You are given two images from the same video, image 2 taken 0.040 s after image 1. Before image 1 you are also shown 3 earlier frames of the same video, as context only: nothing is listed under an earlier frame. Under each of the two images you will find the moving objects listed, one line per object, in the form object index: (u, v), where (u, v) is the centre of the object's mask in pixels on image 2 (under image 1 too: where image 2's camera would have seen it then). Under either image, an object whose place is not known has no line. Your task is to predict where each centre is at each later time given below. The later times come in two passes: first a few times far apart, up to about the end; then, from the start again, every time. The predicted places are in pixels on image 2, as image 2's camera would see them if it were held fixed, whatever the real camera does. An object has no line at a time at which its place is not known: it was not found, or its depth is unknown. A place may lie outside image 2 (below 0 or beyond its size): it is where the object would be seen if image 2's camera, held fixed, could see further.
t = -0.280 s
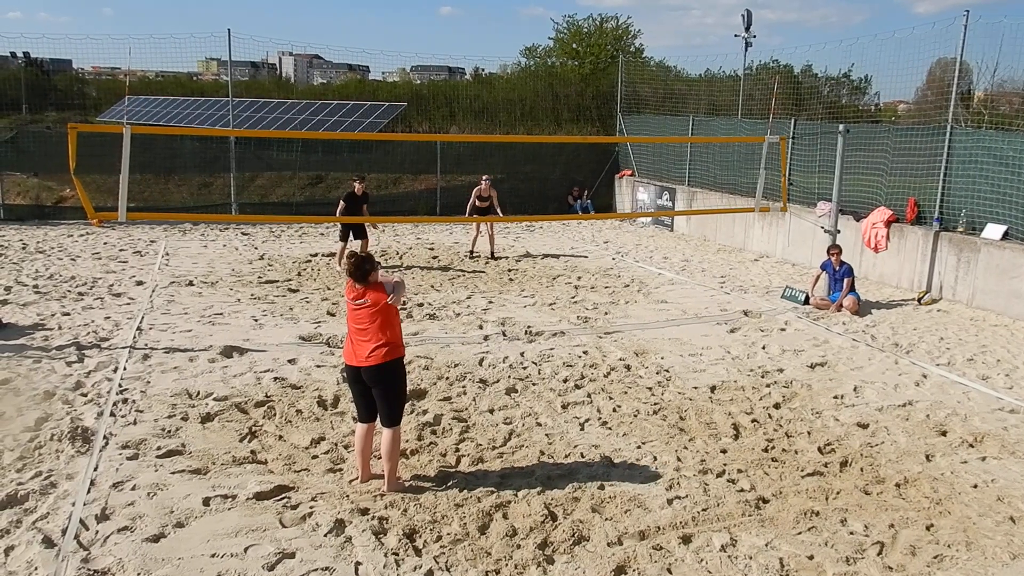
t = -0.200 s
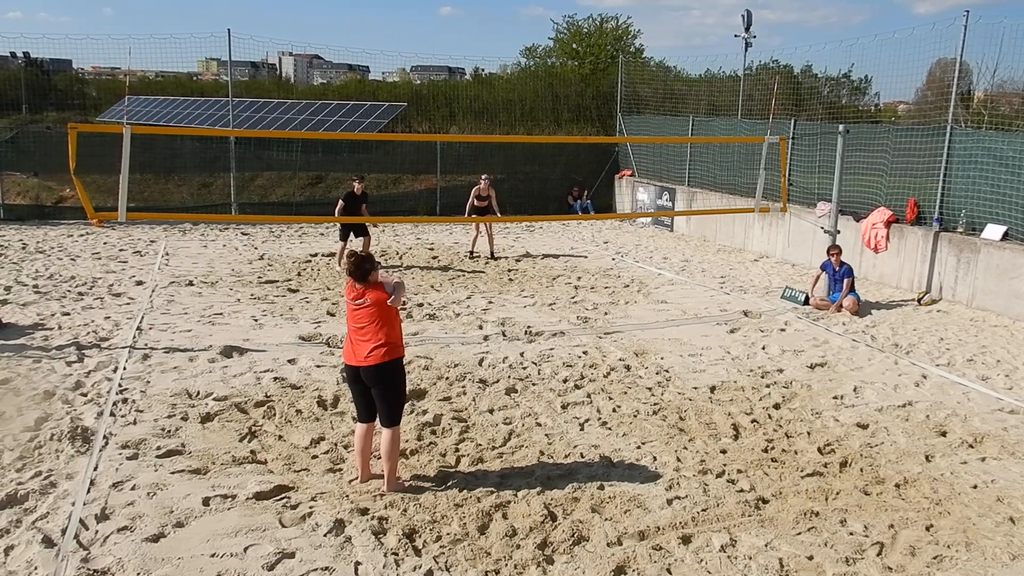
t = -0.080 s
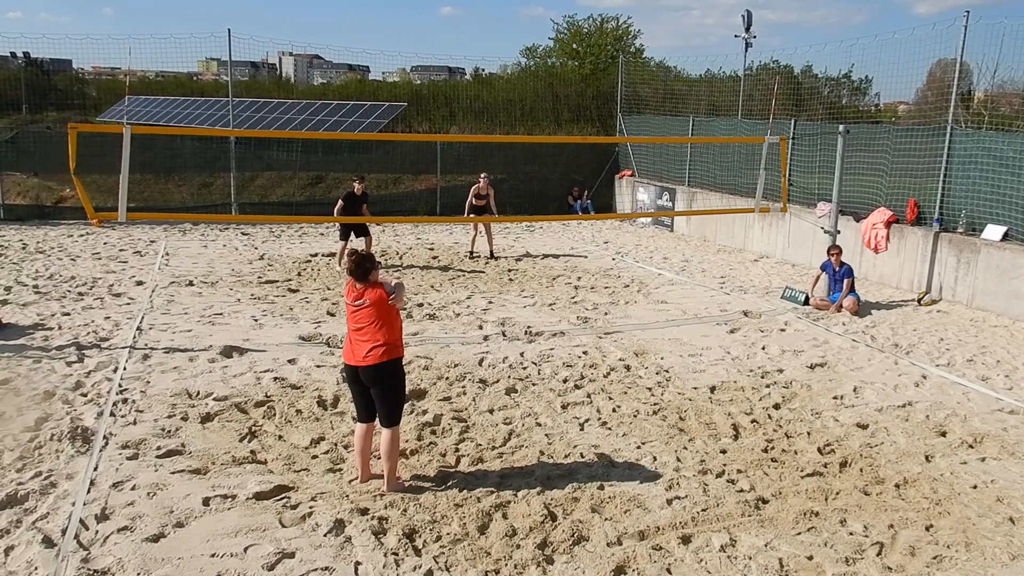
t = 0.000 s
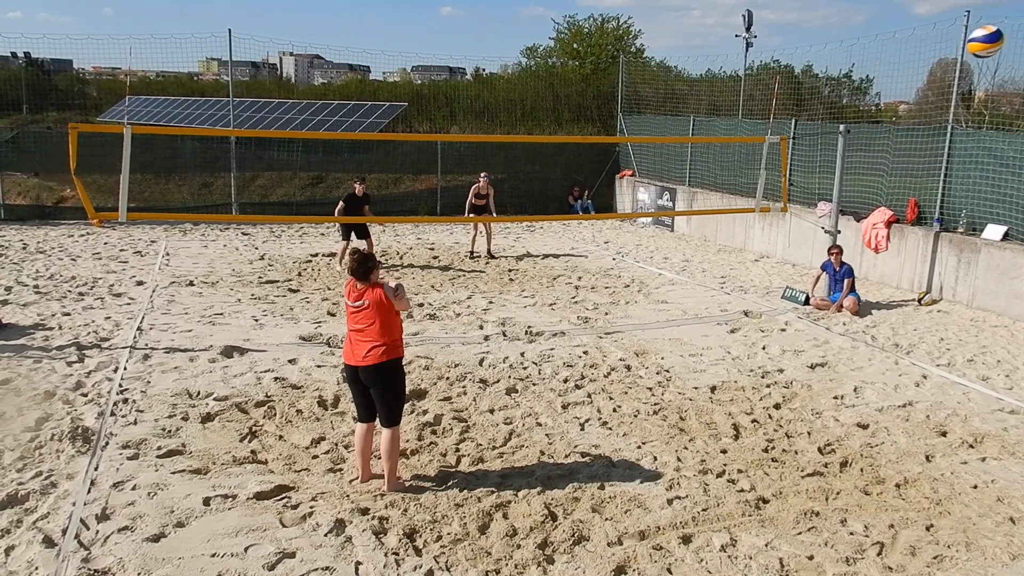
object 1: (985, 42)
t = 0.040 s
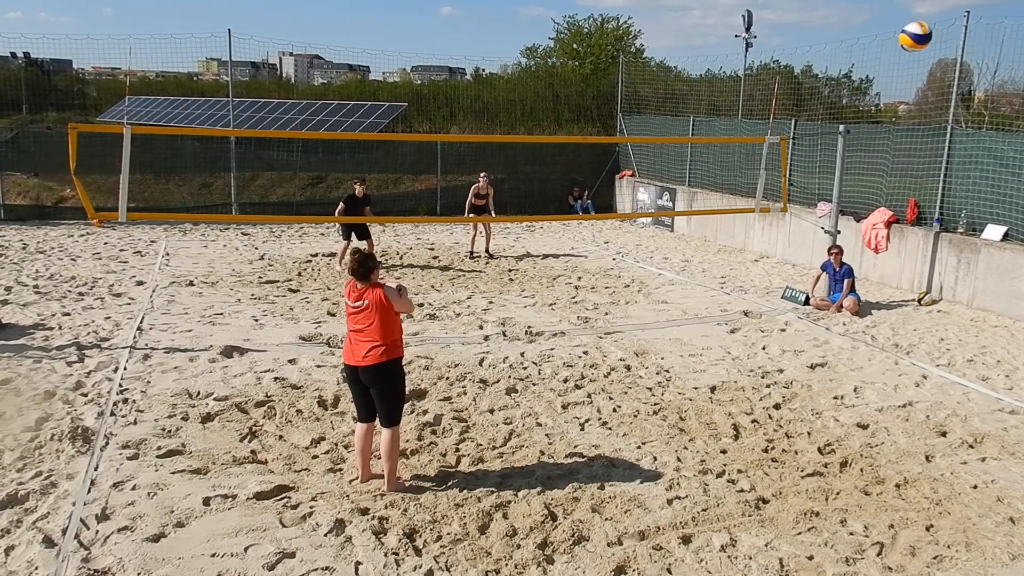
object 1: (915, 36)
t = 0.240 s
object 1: (668, 43)
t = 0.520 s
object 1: (478, 102)
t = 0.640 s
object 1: (425, 131)
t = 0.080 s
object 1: (854, 34)
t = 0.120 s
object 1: (800, 33)
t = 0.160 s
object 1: (751, 35)
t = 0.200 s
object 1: (708, 38)
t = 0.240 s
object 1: (668, 43)
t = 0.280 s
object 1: (633, 48)
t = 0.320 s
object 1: (602, 55)
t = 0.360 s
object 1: (572, 64)
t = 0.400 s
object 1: (545, 72)
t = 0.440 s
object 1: (521, 81)
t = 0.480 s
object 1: (499, 91)
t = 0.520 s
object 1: (478, 102)
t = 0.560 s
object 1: (459, 113)
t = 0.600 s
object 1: (441, 125)
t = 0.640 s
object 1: (425, 131)
